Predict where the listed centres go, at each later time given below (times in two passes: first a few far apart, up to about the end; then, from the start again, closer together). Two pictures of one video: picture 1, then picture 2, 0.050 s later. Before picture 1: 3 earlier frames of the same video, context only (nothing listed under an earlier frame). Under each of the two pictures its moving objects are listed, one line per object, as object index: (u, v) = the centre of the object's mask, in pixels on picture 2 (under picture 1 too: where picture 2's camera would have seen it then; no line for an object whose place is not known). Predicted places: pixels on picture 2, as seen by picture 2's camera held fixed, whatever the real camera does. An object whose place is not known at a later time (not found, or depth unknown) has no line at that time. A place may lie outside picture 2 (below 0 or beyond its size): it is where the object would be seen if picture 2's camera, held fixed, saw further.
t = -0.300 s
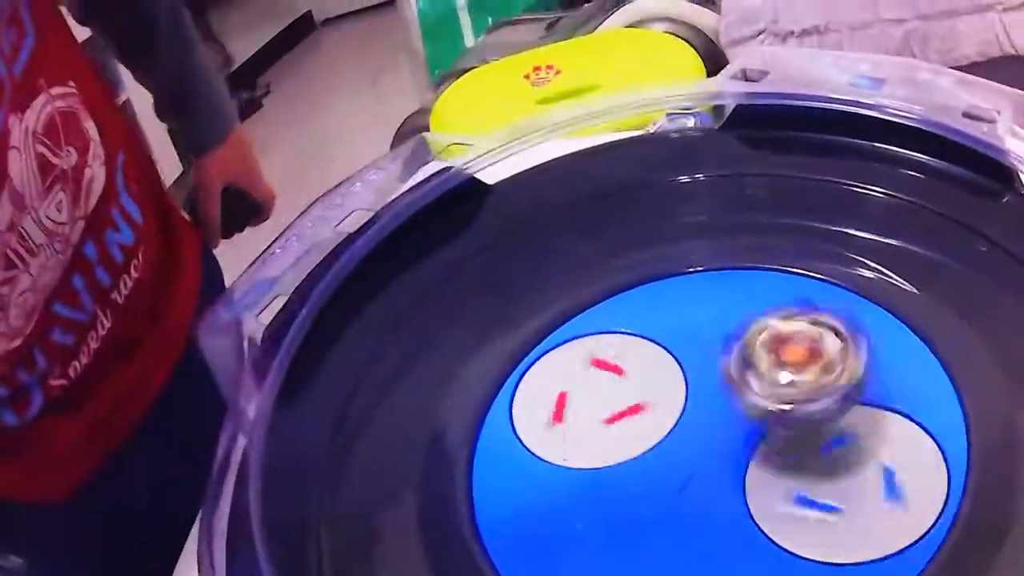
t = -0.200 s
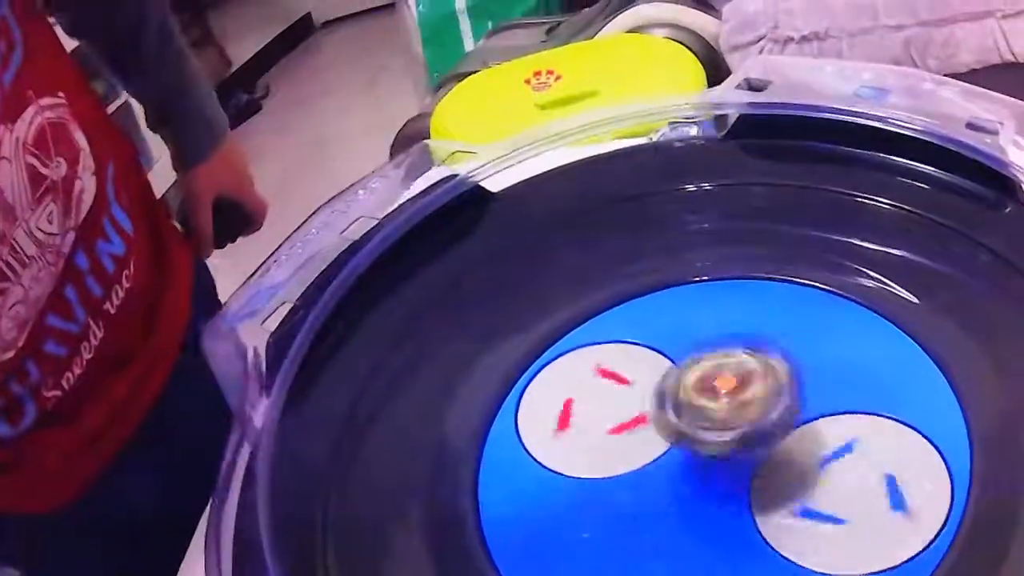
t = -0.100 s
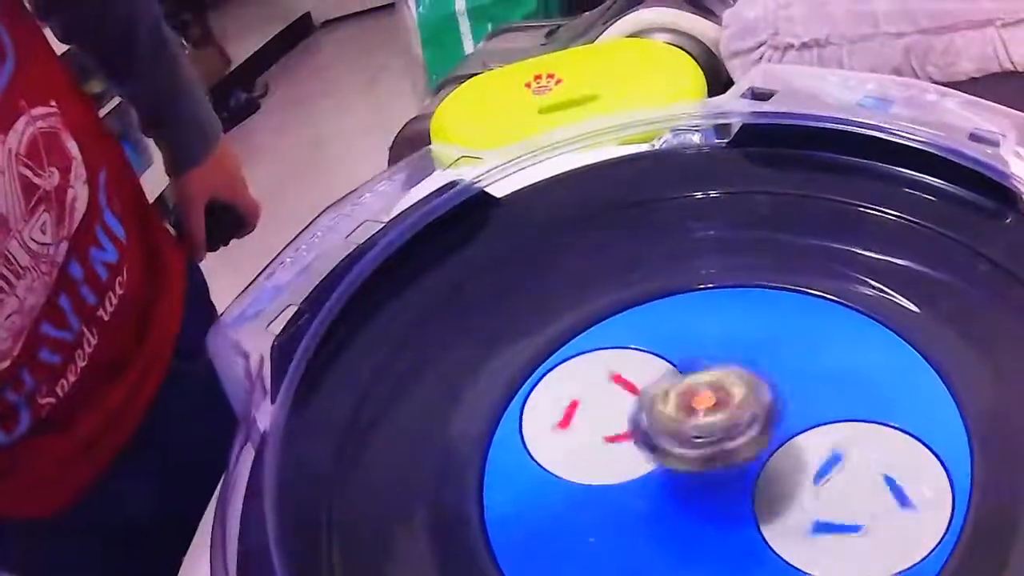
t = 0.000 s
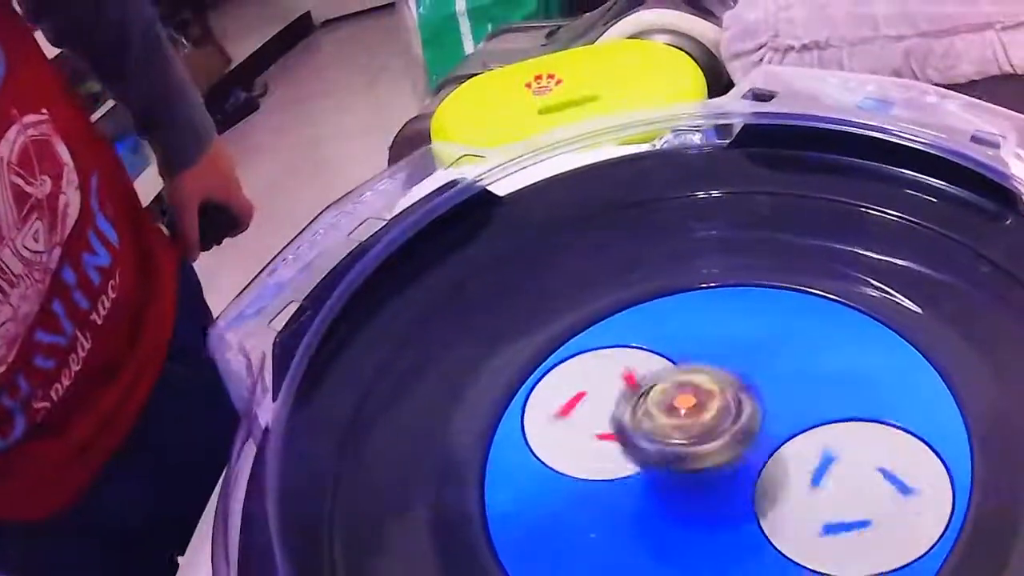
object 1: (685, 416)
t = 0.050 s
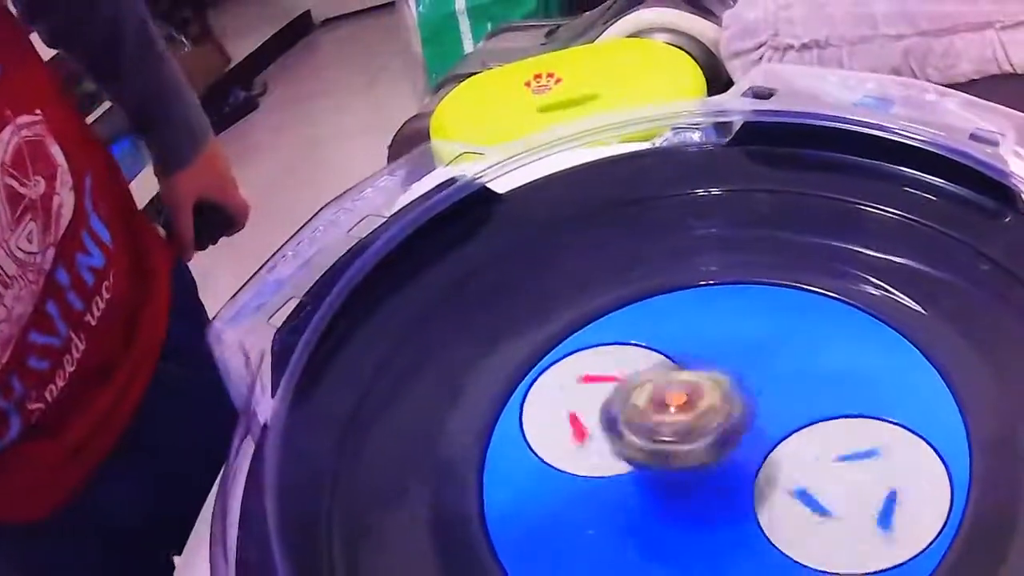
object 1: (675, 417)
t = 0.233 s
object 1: (643, 410)
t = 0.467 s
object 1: (544, 424)
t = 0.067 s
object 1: (672, 417)
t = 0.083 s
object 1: (668, 416)
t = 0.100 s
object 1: (665, 416)
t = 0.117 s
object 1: (662, 416)
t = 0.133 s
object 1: (658, 413)
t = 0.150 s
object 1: (656, 414)
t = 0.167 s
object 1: (652, 414)
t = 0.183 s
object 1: (649, 412)
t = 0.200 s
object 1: (647, 412)
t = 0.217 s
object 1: (645, 411)
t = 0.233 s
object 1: (643, 410)
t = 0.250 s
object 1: (639, 410)
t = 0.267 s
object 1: (635, 406)
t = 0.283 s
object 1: (631, 407)
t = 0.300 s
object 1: (625, 406)
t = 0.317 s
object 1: (621, 408)
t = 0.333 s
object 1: (615, 410)
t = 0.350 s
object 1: (604, 417)
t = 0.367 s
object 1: (594, 421)
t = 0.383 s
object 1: (585, 425)
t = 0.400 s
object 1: (573, 430)
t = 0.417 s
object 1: (561, 430)
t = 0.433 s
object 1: (554, 428)
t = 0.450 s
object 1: (547, 428)
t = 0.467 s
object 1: (544, 424)
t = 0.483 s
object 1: (544, 419)
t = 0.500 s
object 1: (543, 417)
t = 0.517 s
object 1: (543, 411)
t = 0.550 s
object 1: (533, 402)
